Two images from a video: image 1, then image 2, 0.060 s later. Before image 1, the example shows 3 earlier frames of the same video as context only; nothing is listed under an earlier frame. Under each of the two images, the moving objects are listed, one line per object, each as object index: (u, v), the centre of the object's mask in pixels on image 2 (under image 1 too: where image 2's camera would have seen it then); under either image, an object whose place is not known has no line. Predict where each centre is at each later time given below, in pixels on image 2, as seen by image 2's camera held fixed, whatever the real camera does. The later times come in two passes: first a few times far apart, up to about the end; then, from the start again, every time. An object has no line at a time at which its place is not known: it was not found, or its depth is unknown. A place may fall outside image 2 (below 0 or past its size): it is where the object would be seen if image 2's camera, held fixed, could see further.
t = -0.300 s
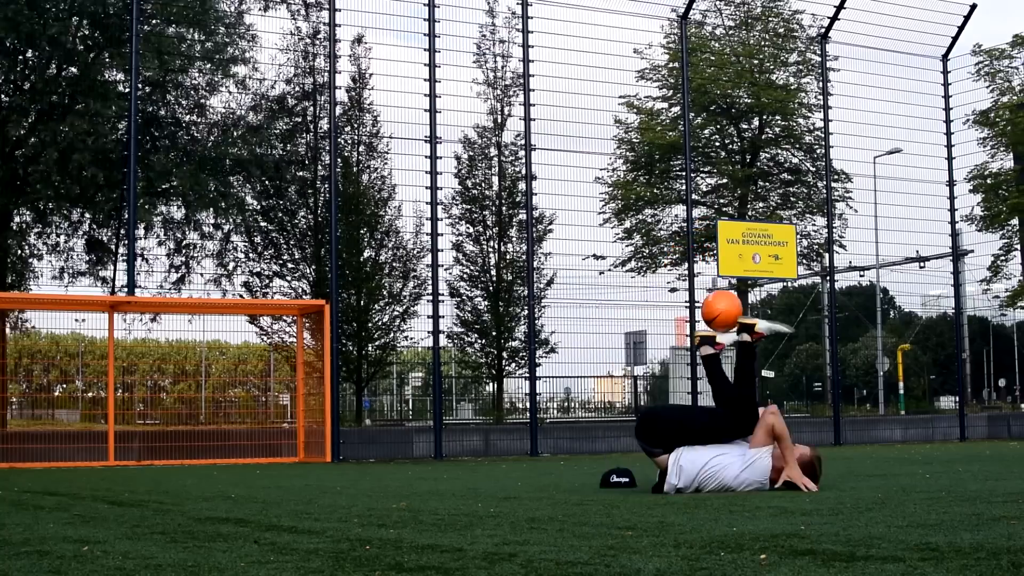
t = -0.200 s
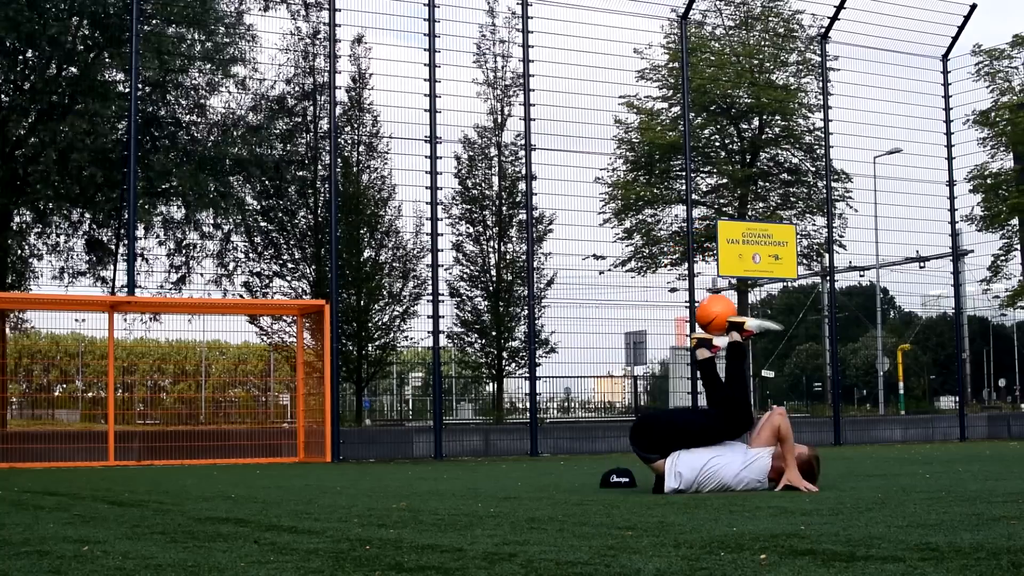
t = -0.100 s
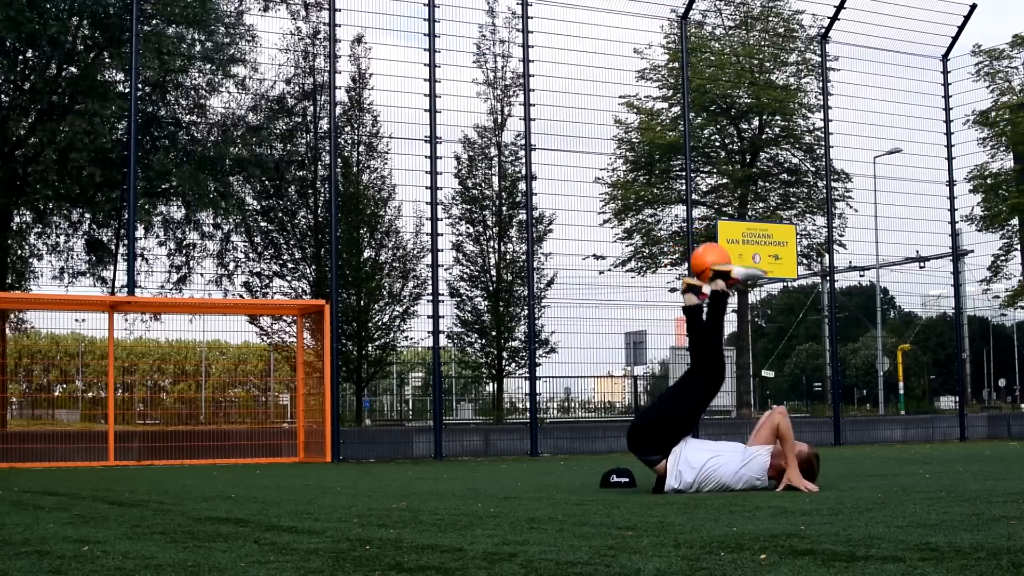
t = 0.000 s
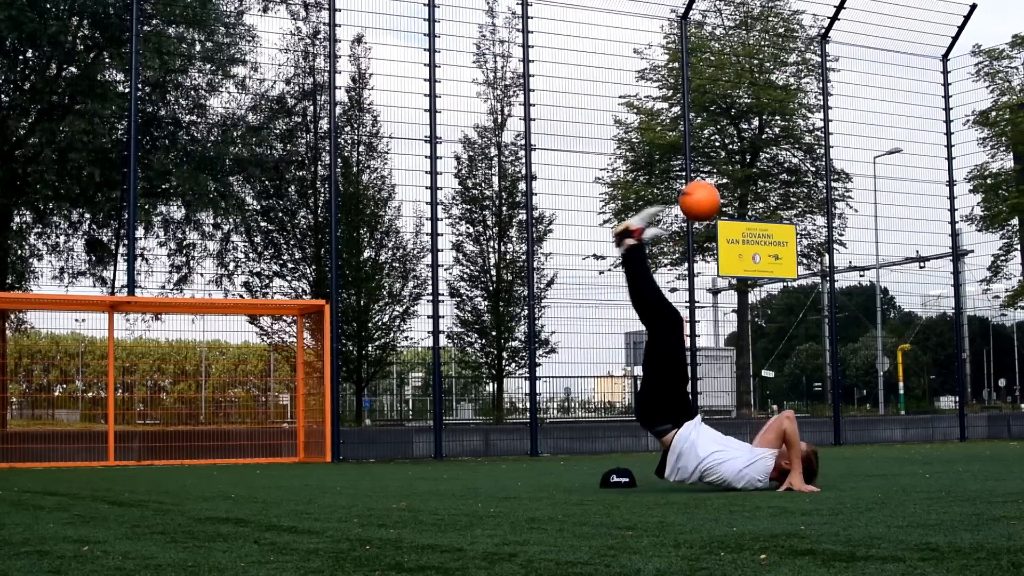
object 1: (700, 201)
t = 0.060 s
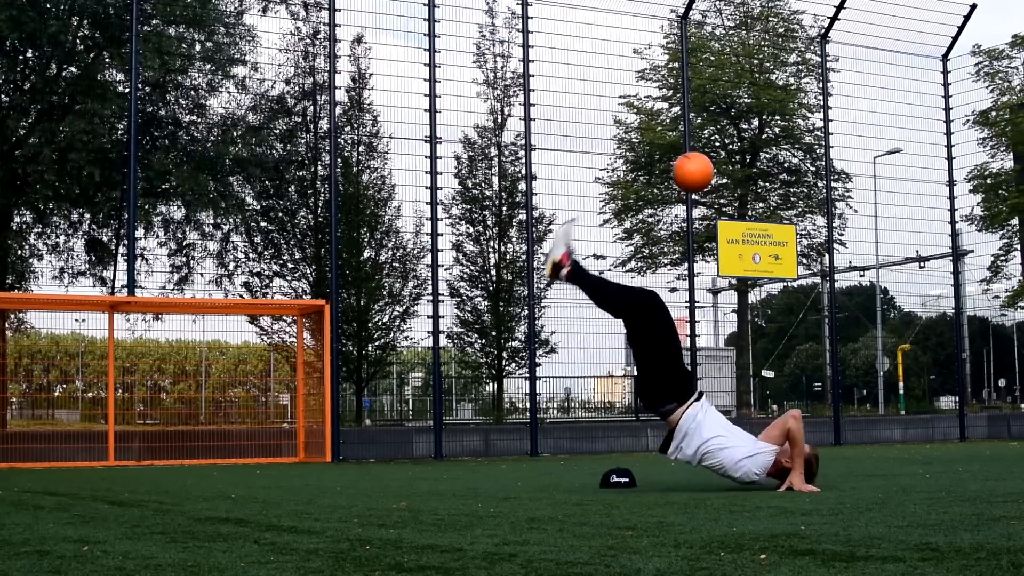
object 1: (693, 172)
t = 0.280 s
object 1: (670, 124)
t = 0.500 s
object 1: (648, 165)
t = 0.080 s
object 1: (691, 164)
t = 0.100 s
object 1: (688, 156)
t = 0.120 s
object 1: (686, 150)
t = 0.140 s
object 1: (684, 144)
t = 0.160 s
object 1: (682, 139)
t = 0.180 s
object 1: (680, 135)
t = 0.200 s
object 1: (678, 131)
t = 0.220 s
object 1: (676, 128)
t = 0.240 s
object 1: (674, 126)
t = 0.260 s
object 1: (672, 125)
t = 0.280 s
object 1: (670, 124)
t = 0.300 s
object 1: (668, 124)
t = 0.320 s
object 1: (666, 125)
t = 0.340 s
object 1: (664, 126)
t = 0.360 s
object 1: (661, 129)
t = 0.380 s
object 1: (660, 131)
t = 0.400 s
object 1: (658, 135)
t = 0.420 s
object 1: (656, 139)
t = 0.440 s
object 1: (654, 144)
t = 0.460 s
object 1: (652, 150)
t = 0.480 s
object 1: (650, 158)
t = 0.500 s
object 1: (648, 165)
